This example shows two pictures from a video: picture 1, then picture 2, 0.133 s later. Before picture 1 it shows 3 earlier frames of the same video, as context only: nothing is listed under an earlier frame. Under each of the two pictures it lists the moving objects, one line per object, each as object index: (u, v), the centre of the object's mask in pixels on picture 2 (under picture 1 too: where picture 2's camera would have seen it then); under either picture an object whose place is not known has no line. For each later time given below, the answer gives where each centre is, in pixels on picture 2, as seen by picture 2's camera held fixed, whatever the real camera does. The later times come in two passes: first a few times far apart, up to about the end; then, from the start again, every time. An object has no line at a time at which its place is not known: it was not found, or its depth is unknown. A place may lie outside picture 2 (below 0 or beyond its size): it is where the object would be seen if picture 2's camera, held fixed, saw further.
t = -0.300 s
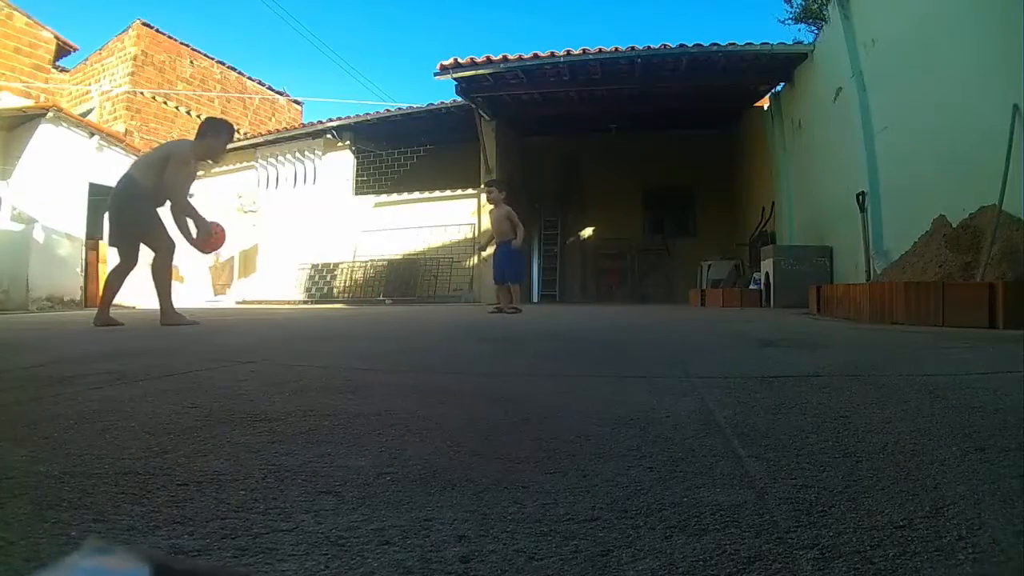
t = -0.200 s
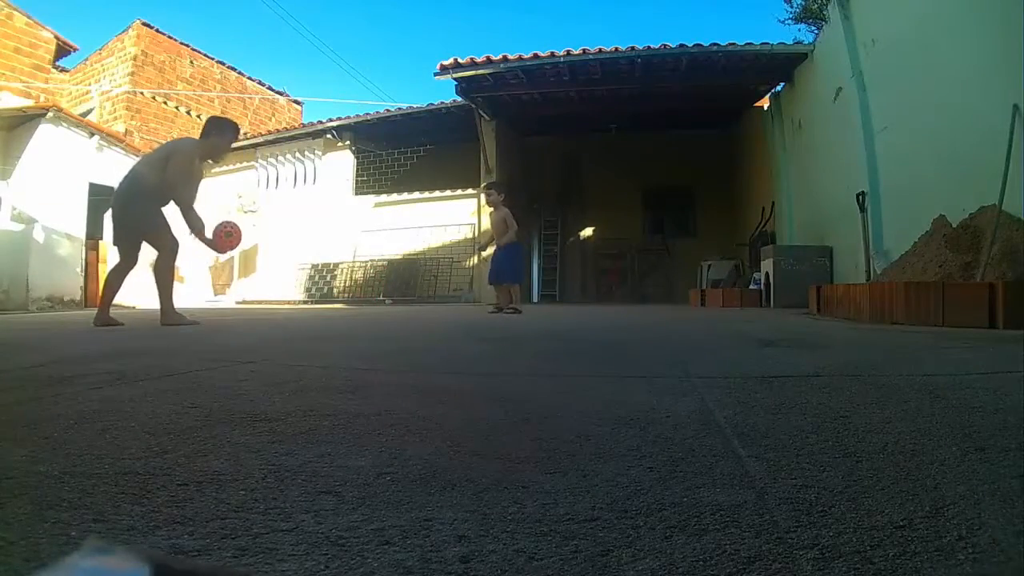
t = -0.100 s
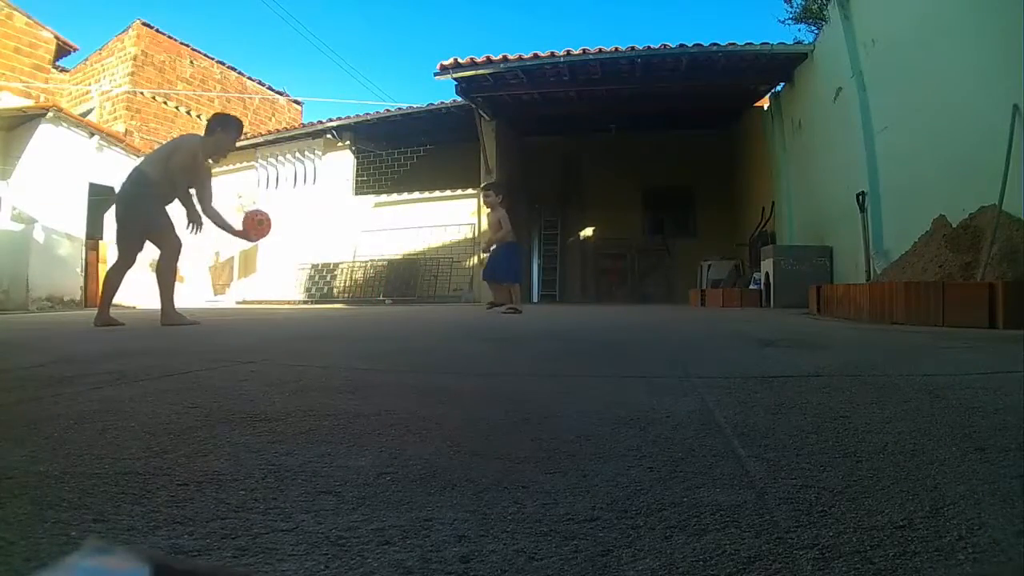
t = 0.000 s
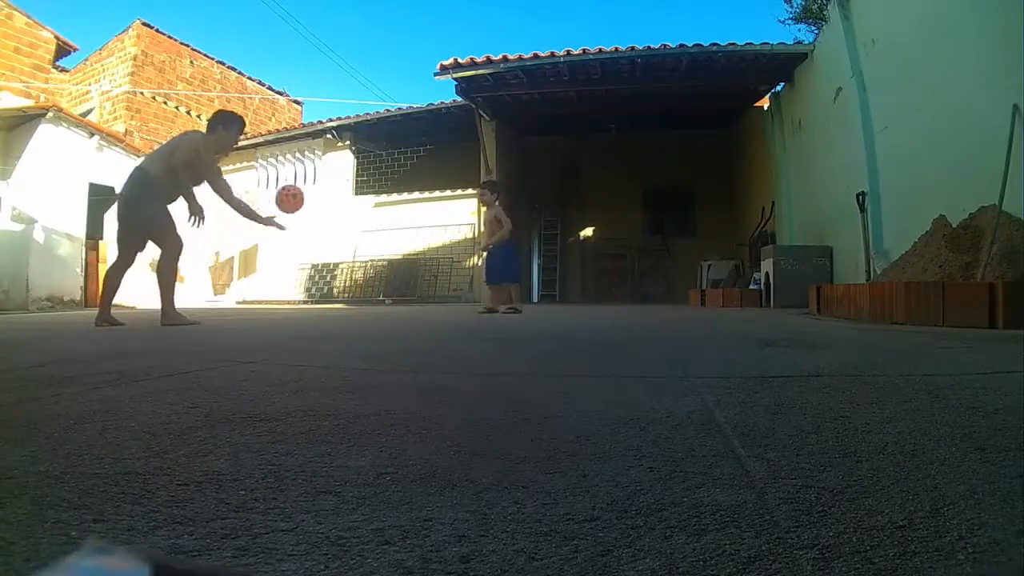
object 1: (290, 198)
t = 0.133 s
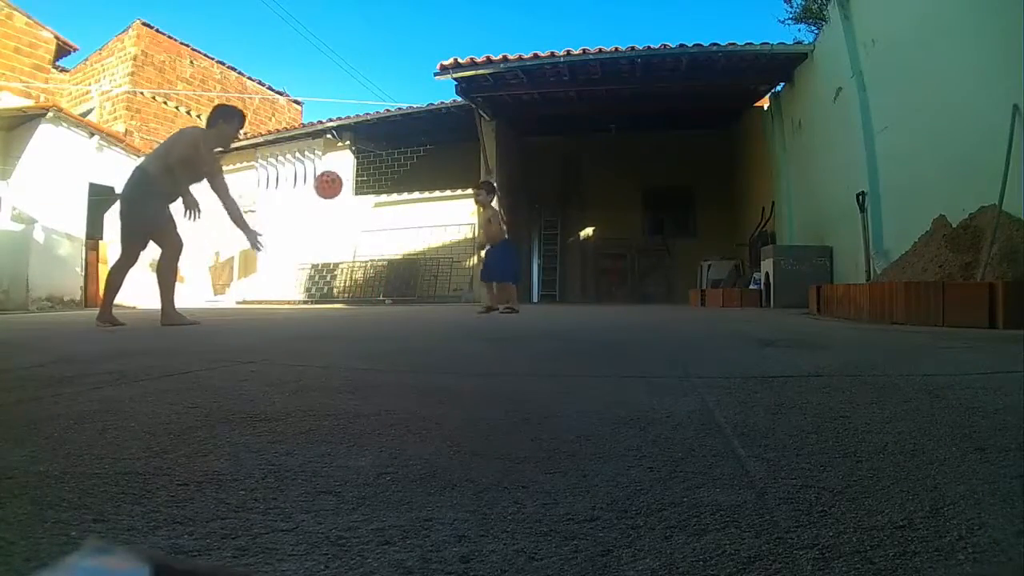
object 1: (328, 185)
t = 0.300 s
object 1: (370, 203)
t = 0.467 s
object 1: (408, 257)
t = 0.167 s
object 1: (337, 185)
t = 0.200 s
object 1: (345, 187)
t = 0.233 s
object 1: (353, 191)
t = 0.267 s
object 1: (362, 196)
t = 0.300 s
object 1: (370, 203)
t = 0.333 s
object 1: (378, 210)
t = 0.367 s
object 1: (386, 220)
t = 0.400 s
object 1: (393, 230)
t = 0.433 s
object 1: (400, 242)
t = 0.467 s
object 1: (408, 257)
